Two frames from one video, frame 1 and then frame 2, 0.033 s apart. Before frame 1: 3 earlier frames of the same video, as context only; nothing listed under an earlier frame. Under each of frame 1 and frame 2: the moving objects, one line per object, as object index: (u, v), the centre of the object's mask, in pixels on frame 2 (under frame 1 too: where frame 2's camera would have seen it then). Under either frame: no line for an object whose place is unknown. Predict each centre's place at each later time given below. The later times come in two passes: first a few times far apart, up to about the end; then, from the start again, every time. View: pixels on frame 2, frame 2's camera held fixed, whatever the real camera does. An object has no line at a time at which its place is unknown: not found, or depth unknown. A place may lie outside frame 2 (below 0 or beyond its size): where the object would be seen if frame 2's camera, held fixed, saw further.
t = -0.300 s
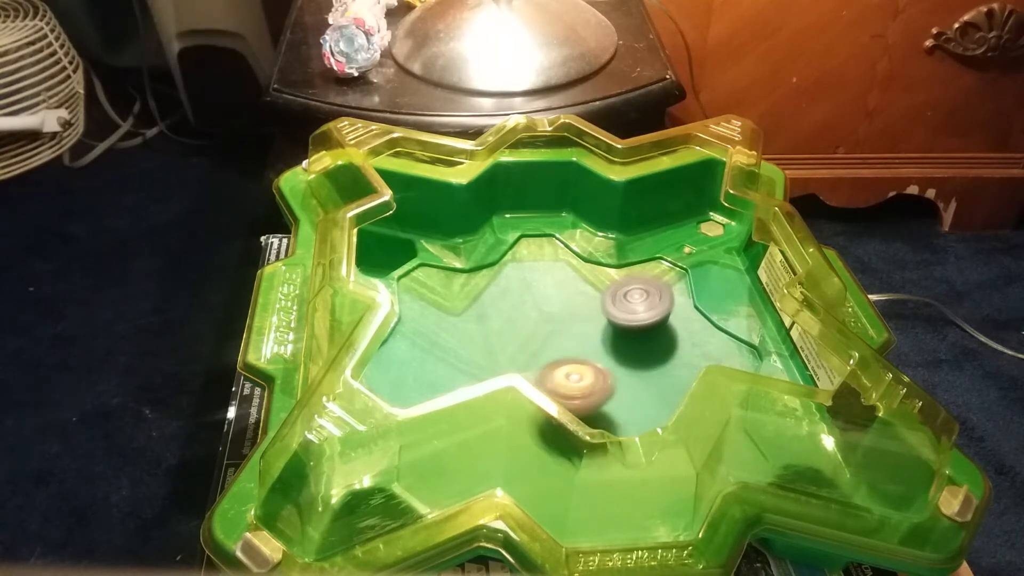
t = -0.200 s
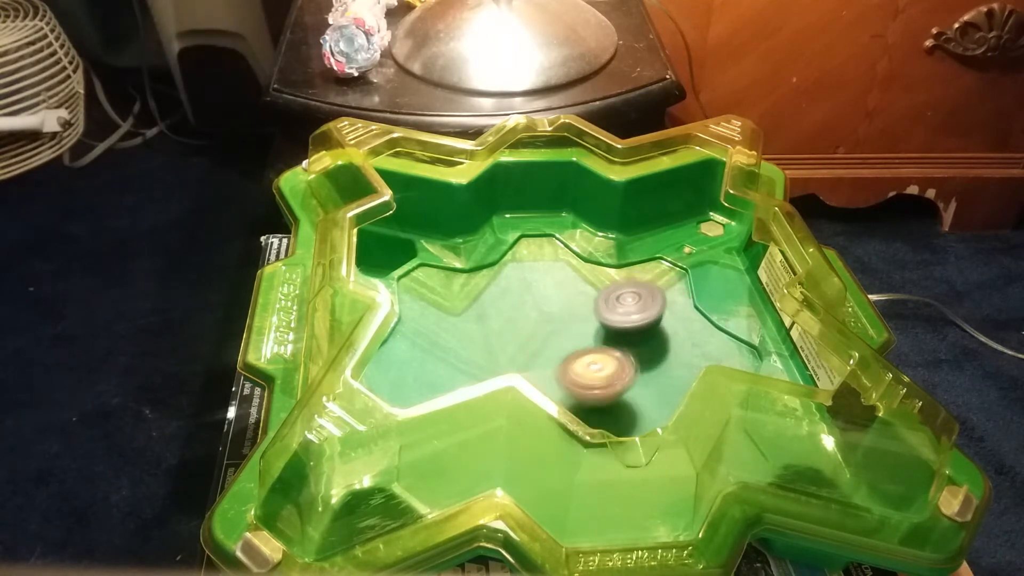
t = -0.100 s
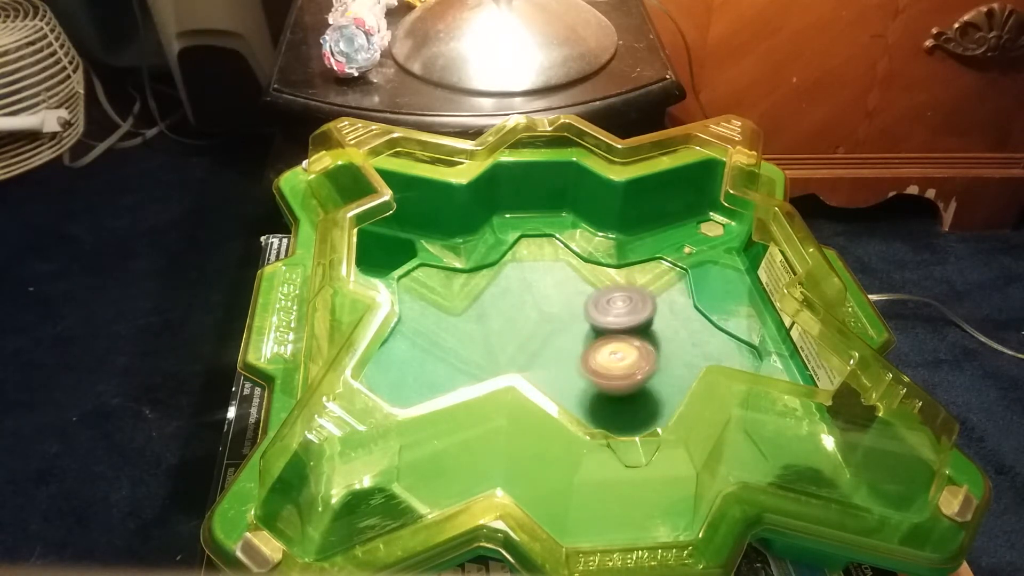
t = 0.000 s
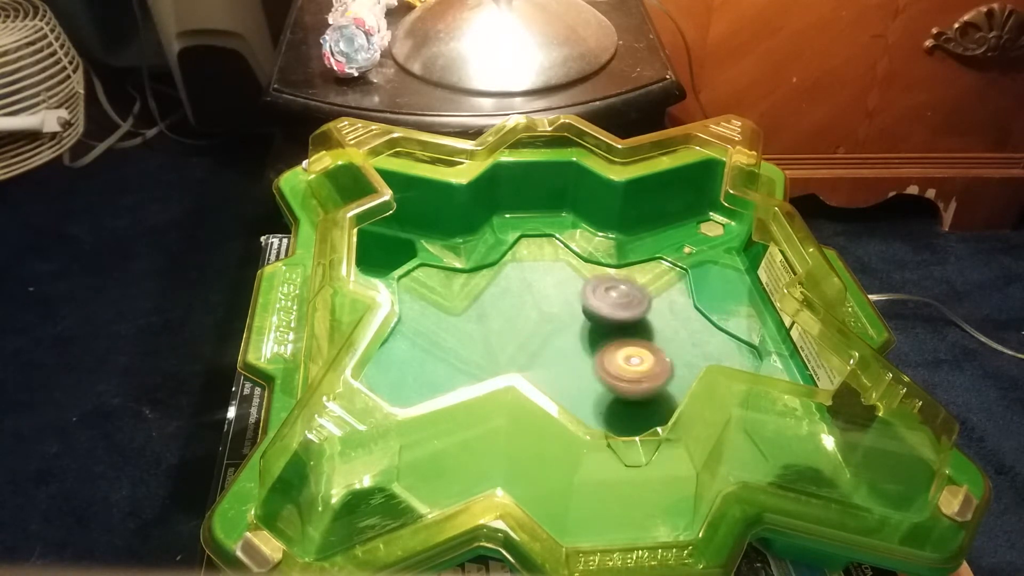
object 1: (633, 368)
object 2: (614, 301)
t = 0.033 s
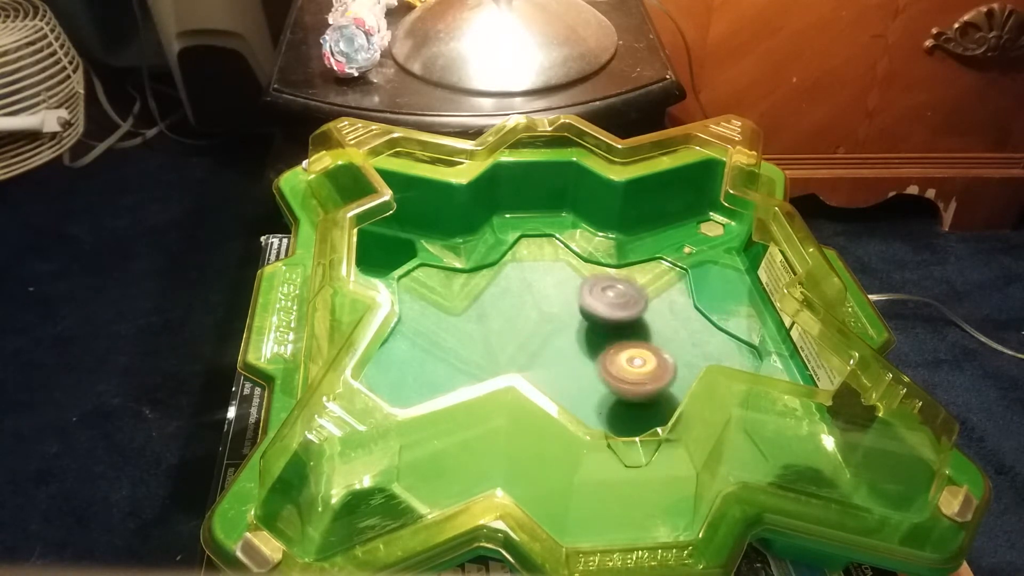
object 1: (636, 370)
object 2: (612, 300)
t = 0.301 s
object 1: (640, 374)
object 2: (592, 295)
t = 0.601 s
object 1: (613, 374)
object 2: (581, 296)
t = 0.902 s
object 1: (565, 365)
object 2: (566, 307)
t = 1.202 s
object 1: (554, 380)
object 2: (559, 307)
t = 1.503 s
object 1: (584, 390)
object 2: (553, 315)
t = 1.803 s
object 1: (637, 369)
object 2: (543, 330)
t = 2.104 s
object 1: (639, 347)
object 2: (529, 341)
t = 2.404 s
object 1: (605, 345)
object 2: (518, 344)
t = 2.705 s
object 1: (617, 364)
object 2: (521, 350)
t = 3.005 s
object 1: (617, 378)
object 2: (532, 362)
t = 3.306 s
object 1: (625, 381)
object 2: (529, 369)
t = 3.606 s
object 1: (626, 377)
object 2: (529, 368)
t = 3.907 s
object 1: (612, 359)
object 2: (535, 367)
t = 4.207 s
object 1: (620, 338)
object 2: (531, 376)
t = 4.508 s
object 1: (626, 332)
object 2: (530, 377)
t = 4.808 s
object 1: (599, 366)
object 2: (550, 384)
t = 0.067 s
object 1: (639, 371)
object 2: (609, 299)
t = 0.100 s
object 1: (639, 372)
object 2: (606, 298)
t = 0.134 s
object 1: (640, 372)
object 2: (602, 298)
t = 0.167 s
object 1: (640, 373)
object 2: (601, 297)
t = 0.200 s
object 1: (641, 373)
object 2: (599, 297)
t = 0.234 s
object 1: (641, 374)
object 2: (596, 296)
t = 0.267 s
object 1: (641, 374)
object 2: (593, 295)
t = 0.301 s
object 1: (640, 374)
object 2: (592, 295)
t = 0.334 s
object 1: (639, 374)
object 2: (591, 295)
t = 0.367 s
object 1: (638, 374)
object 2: (589, 294)
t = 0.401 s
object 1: (637, 374)
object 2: (588, 294)
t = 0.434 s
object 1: (635, 375)
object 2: (587, 295)
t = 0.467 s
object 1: (632, 375)
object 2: (586, 295)
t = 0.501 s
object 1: (628, 374)
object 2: (585, 295)
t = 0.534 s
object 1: (623, 375)
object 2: (584, 295)
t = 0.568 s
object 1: (619, 375)
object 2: (583, 296)
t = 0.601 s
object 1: (613, 374)
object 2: (581, 296)
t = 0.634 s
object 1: (607, 374)
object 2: (580, 297)
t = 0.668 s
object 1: (602, 373)
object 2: (578, 299)
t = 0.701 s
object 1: (596, 372)
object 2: (576, 300)
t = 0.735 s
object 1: (589, 371)
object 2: (575, 301)
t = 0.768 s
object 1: (584, 369)
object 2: (573, 302)
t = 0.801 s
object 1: (579, 369)
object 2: (571, 304)
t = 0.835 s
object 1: (573, 368)
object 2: (569, 304)
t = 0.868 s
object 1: (568, 366)
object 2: (568, 305)
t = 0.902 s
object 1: (565, 365)
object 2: (566, 307)
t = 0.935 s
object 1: (561, 364)
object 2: (564, 307)
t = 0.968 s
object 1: (560, 364)
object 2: (563, 307)
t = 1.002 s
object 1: (560, 366)
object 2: (563, 306)
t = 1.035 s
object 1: (556, 369)
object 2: (564, 306)
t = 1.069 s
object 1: (554, 371)
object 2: (563, 307)
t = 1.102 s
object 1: (554, 374)
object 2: (561, 307)
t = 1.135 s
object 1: (553, 376)
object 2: (560, 307)
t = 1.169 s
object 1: (553, 378)
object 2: (560, 307)
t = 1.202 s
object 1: (554, 380)
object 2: (559, 307)
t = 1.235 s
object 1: (556, 382)
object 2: (558, 308)
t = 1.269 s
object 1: (558, 383)
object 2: (557, 308)
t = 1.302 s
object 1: (561, 385)
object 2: (557, 309)
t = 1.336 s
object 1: (563, 386)
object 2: (556, 310)
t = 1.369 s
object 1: (566, 387)
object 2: (556, 310)
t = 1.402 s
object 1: (569, 388)
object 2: (555, 311)
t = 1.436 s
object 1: (574, 389)
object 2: (554, 312)
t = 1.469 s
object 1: (578, 390)
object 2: (553, 314)
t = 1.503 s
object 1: (584, 390)
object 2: (553, 315)
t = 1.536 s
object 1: (589, 391)
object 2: (552, 317)
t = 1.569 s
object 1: (596, 389)
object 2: (551, 318)
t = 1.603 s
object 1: (602, 387)
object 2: (550, 320)
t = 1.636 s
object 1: (609, 385)
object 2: (549, 322)
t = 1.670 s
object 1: (617, 382)
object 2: (548, 323)
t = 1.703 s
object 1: (623, 379)
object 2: (547, 325)
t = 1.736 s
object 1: (629, 375)
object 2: (546, 326)
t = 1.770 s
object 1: (633, 372)
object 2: (544, 328)
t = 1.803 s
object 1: (637, 369)
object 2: (543, 330)
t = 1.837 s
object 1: (641, 365)
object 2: (541, 332)
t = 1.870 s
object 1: (643, 362)
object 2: (540, 334)
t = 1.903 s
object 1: (645, 359)
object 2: (538, 335)
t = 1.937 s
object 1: (646, 357)
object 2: (536, 337)
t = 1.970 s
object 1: (645, 354)
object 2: (534, 338)
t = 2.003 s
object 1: (645, 351)
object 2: (533, 339)
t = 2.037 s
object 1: (643, 350)
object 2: (531, 339)
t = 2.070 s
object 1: (640, 348)
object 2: (530, 340)
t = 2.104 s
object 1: (639, 347)
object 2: (529, 341)
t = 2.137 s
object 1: (634, 345)
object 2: (527, 342)
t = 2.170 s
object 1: (631, 344)
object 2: (527, 343)
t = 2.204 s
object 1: (626, 344)
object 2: (526, 343)
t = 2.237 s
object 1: (620, 343)
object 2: (525, 343)
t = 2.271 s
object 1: (616, 343)
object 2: (525, 343)
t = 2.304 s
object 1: (610, 343)
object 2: (525, 344)
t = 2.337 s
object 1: (606, 344)
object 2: (525, 344)
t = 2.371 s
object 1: (605, 344)
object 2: (519, 344)
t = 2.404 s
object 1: (605, 345)
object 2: (518, 344)
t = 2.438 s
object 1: (608, 346)
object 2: (518, 344)
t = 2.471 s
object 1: (608, 347)
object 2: (518, 345)
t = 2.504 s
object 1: (610, 349)
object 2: (517, 345)
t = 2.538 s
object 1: (612, 351)
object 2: (518, 346)
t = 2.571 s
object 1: (613, 354)
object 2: (518, 347)
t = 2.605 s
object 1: (615, 356)
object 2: (518, 347)
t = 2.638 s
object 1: (616, 358)
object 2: (519, 348)
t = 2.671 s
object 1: (617, 361)
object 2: (519, 349)
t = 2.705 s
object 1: (617, 364)
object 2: (521, 350)
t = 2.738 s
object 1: (618, 366)
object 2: (521, 351)
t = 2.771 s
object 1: (618, 368)
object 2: (523, 352)
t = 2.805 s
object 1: (618, 370)
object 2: (524, 353)
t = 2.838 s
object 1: (618, 372)
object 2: (526, 355)
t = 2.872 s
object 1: (618, 374)
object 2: (526, 356)
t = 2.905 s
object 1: (617, 375)
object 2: (528, 357)
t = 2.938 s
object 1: (617, 377)
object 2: (529, 358)
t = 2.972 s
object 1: (617, 377)
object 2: (530, 360)
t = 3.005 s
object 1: (617, 378)
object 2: (532, 362)
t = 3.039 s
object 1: (616, 378)
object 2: (533, 363)
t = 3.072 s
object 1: (616, 378)
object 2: (534, 364)
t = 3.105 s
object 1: (615, 378)
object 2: (535, 365)
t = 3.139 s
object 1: (615, 379)
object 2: (536, 367)
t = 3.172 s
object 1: (614, 379)
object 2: (536, 368)
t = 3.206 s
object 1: (615, 379)
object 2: (537, 369)
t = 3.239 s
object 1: (619, 380)
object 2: (531, 369)
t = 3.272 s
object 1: (623, 380)
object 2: (529, 369)
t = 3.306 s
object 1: (625, 381)
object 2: (529, 369)
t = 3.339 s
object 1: (627, 381)
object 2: (529, 369)
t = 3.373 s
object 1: (629, 381)
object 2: (527, 369)
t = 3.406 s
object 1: (630, 381)
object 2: (527, 369)
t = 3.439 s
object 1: (629, 380)
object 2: (527, 368)
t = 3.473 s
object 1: (630, 380)
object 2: (527, 368)
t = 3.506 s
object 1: (630, 380)
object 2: (527, 368)
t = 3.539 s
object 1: (629, 379)
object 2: (527, 368)
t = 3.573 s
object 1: (627, 379)
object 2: (528, 368)
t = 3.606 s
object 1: (626, 377)
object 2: (529, 368)
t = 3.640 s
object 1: (622, 375)
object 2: (530, 367)
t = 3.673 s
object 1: (619, 374)
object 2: (533, 368)
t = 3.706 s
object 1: (614, 371)
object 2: (533, 368)
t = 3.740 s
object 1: (612, 369)
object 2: (534, 368)
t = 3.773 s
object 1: (611, 367)
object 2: (532, 367)
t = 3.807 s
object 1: (611, 365)
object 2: (529, 366)
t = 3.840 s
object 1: (612, 363)
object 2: (530, 366)
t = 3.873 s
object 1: (612, 361)
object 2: (534, 366)
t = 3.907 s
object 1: (612, 359)
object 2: (535, 367)
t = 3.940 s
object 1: (611, 358)
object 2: (535, 368)
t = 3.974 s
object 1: (611, 356)
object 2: (536, 369)
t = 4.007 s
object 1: (610, 355)
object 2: (538, 370)
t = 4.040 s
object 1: (608, 354)
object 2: (540, 371)
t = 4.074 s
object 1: (607, 354)
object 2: (540, 371)
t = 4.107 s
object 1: (608, 351)
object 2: (536, 372)
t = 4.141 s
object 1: (612, 346)
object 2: (531, 373)
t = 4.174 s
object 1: (617, 342)
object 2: (533, 375)
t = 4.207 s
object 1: (620, 338)
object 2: (531, 376)
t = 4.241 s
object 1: (623, 336)
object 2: (531, 377)
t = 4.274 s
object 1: (626, 333)
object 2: (530, 377)
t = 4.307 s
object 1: (628, 331)
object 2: (529, 378)
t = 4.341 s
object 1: (629, 330)
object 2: (529, 378)
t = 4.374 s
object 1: (630, 329)
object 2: (527, 377)
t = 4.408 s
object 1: (629, 329)
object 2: (528, 377)
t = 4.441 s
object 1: (629, 330)
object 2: (528, 376)
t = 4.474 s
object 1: (630, 331)
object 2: (529, 377)
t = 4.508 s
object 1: (626, 332)
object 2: (530, 377)
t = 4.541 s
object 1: (624, 336)
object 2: (531, 376)
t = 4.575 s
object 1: (622, 337)
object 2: (534, 377)
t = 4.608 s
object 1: (619, 341)
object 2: (537, 377)
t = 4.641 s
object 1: (618, 343)
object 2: (540, 378)
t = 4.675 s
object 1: (613, 348)
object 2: (542, 379)
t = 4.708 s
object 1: (611, 352)
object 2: (541, 379)
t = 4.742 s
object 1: (607, 356)
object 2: (544, 380)
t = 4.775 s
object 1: (604, 361)
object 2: (546, 381)
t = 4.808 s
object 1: (599, 366)
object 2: (550, 384)
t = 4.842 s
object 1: (600, 368)
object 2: (549, 383)
